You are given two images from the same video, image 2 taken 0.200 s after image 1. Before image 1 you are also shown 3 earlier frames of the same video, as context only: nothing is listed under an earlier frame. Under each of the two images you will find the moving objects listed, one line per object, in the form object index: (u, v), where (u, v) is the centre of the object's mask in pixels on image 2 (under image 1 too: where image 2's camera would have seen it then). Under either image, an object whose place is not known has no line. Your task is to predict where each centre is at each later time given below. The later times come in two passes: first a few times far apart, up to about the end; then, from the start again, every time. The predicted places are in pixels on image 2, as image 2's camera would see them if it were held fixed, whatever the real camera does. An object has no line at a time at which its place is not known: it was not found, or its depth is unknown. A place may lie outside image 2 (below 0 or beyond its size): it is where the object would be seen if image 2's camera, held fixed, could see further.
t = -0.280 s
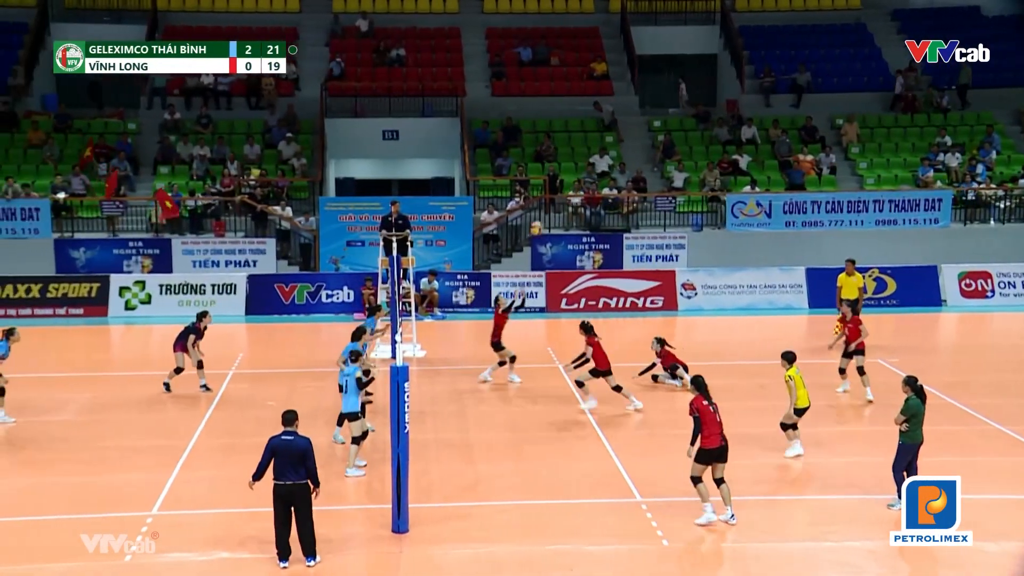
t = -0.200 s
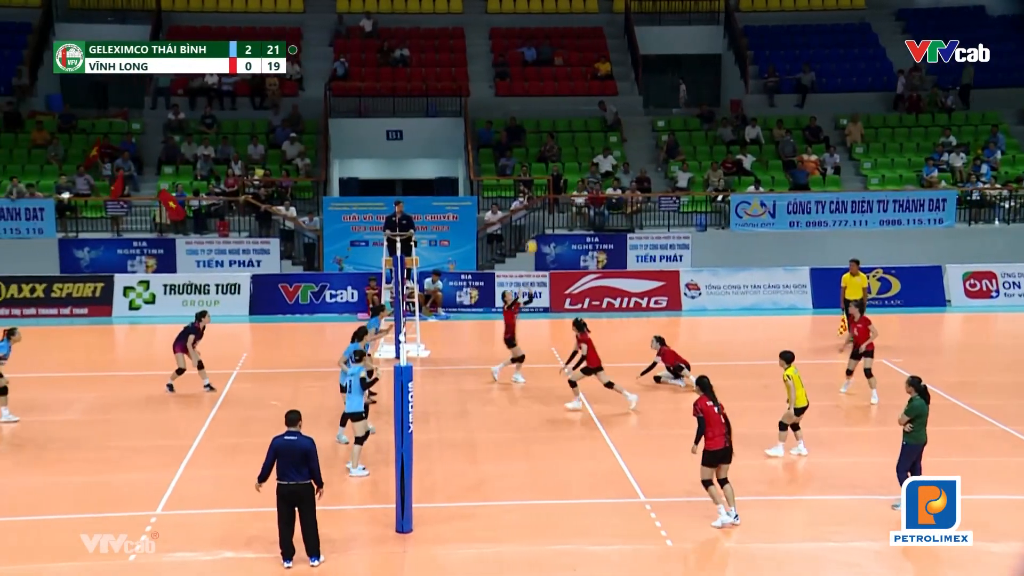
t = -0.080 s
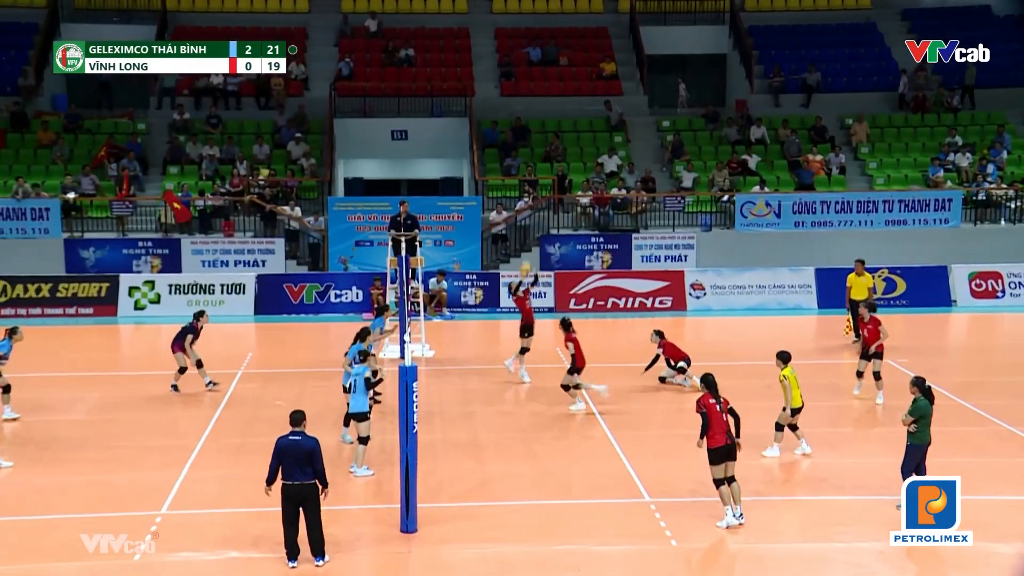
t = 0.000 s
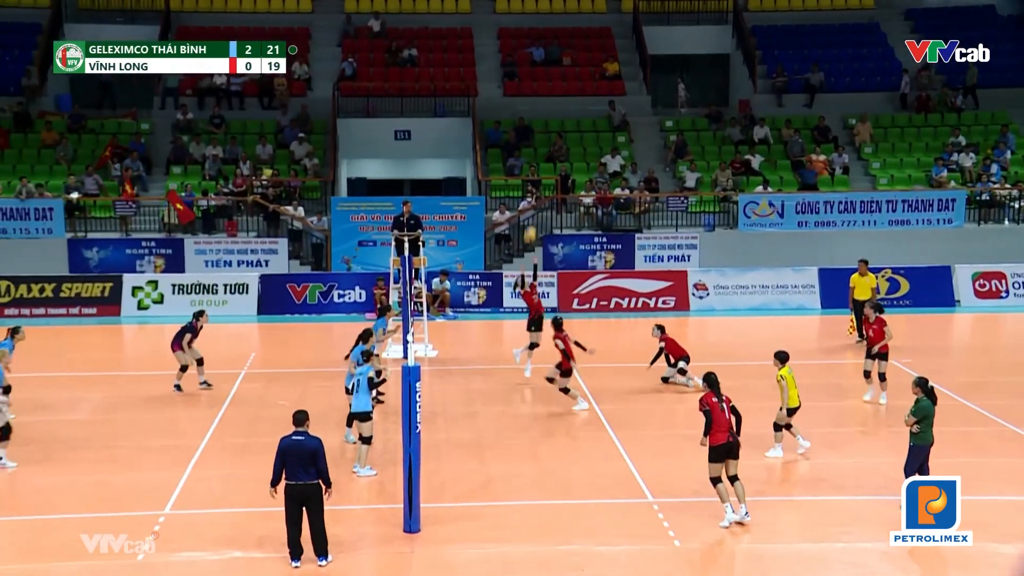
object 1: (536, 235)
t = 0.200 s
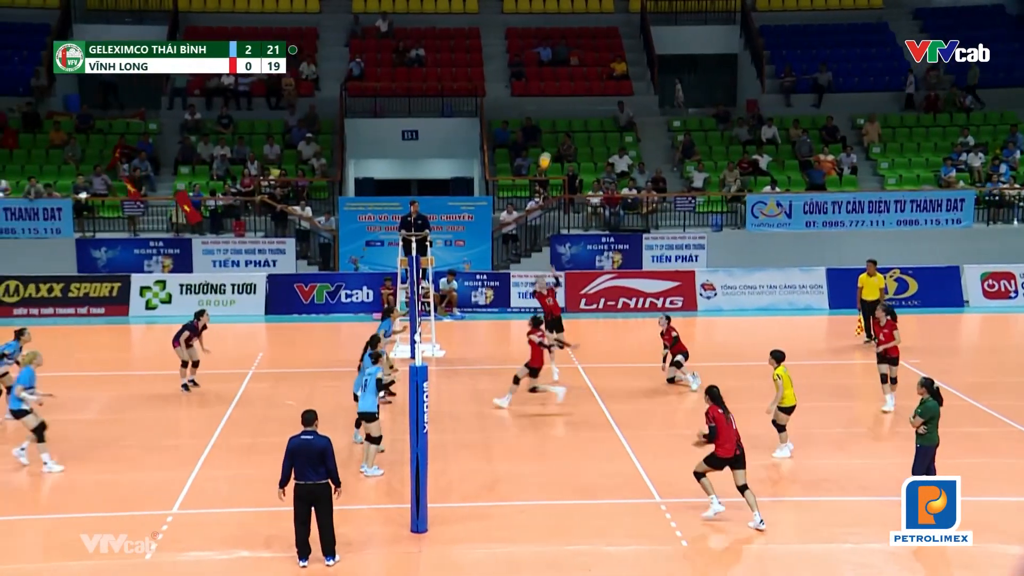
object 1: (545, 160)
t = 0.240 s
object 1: (547, 148)
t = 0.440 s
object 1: (556, 101)
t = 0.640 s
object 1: (566, 78)
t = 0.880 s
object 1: (577, 86)
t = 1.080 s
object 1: (587, 124)
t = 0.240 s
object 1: (547, 148)
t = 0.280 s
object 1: (548, 137)
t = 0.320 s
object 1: (550, 127)
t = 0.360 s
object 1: (552, 117)
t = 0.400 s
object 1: (554, 109)
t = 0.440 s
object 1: (556, 101)
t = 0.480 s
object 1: (558, 94)
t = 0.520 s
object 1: (560, 89)
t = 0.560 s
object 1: (562, 84)
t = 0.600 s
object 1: (564, 81)
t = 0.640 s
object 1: (566, 78)
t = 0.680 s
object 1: (567, 77)
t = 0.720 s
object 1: (569, 77)
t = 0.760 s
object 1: (571, 77)
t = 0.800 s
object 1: (573, 79)
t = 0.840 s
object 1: (575, 82)
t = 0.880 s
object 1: (577, 86)
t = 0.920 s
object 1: (579, 91)
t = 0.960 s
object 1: (581, 98)
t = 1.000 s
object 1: (583, 105)
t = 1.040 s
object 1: (585, 114)
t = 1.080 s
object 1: (587, 124)
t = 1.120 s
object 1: (588, 134)
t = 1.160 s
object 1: (590, 147)
